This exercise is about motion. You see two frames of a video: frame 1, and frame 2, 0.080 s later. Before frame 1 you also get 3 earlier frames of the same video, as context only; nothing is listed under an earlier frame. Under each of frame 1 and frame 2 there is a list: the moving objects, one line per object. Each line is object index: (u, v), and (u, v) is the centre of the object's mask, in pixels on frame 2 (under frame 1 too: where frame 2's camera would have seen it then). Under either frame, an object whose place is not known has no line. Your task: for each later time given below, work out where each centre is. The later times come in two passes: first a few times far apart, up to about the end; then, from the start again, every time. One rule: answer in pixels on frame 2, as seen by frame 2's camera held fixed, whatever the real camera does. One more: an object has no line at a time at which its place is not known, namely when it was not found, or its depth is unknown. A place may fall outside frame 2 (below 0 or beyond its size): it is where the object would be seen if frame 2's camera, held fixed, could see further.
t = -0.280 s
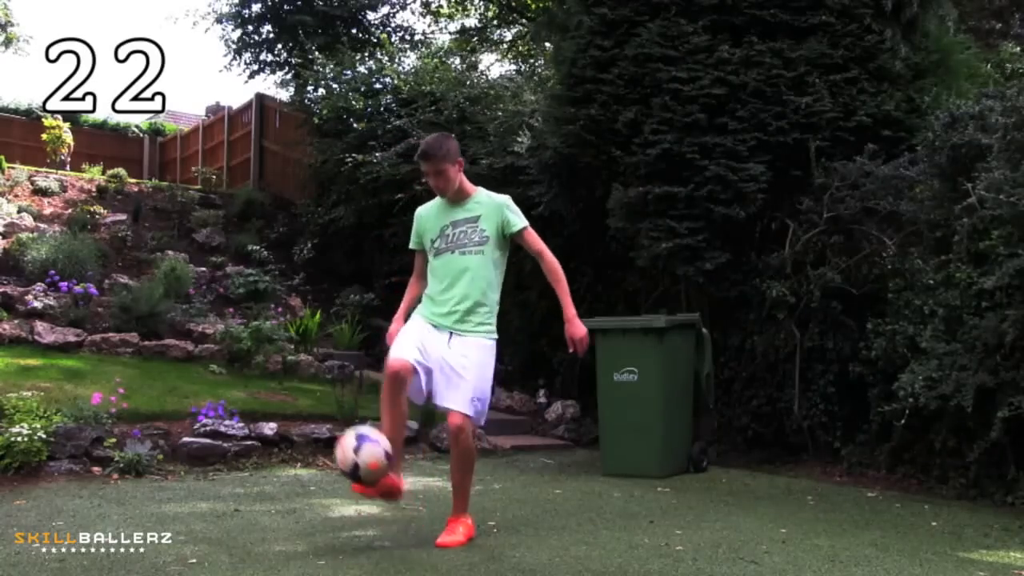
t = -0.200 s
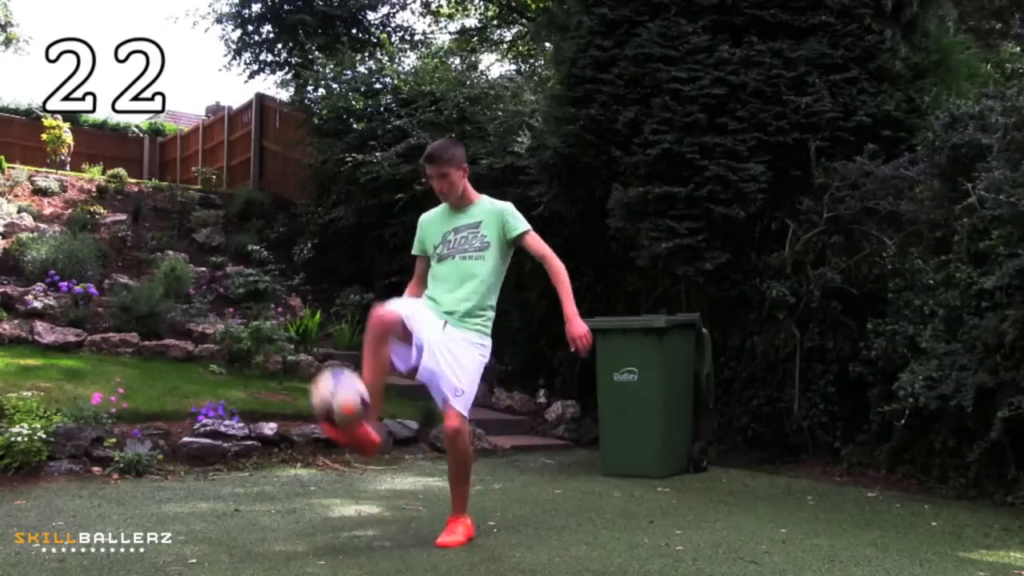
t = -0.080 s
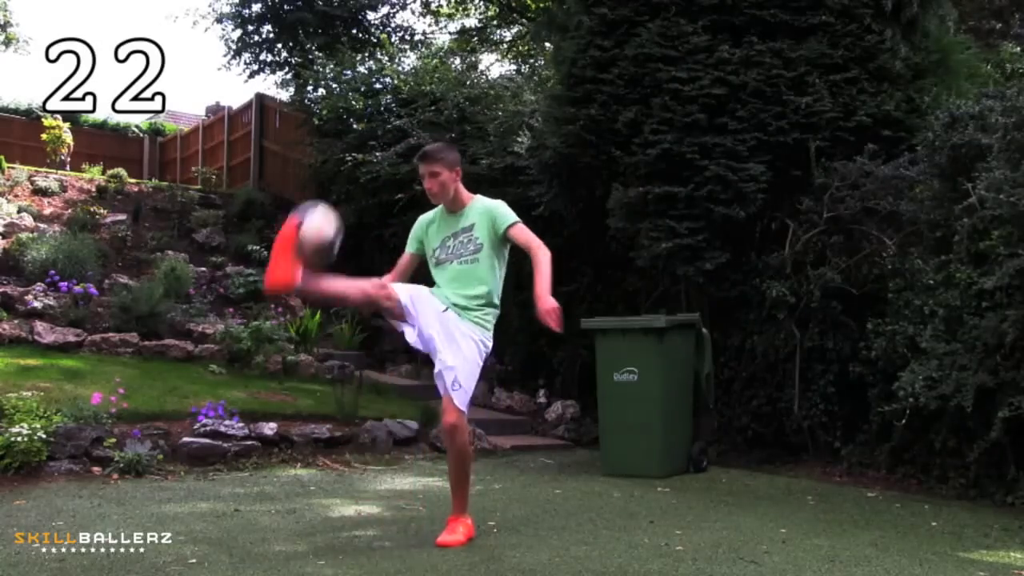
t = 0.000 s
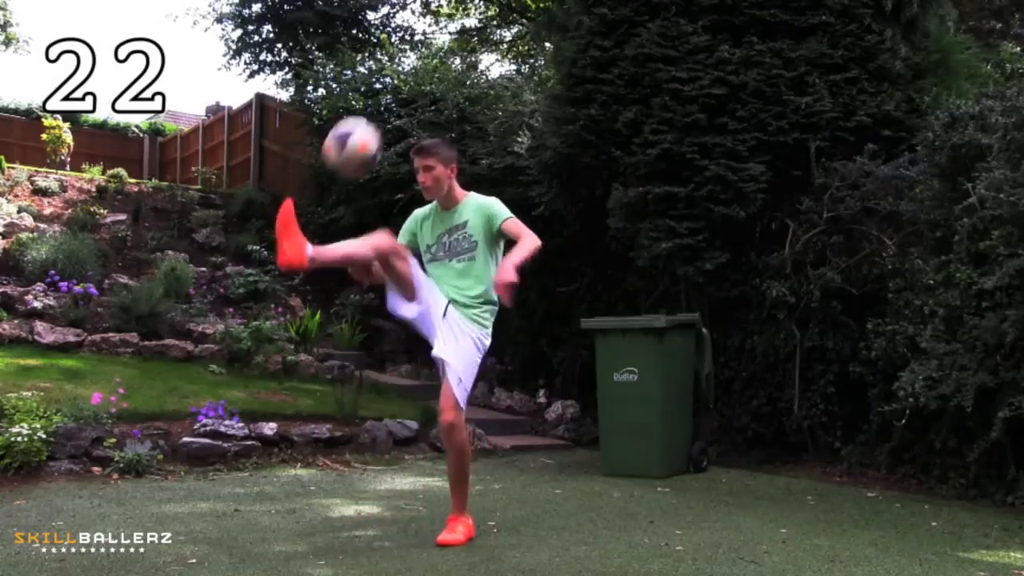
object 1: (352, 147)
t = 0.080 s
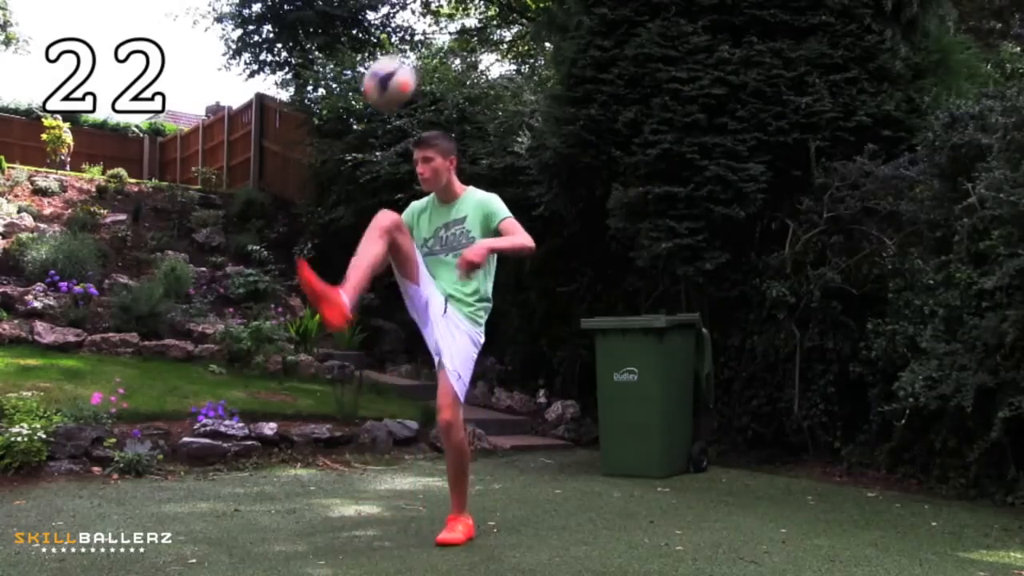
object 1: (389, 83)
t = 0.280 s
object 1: (471, 13)
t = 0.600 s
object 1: (570, 58)
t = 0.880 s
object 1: (639, 231)
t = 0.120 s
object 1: (408, 58)
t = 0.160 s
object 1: (424, 39)
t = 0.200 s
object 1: (441, 24)
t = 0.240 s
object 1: (456, 17)
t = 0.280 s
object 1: (471, 13)
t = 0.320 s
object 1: (485, 11)
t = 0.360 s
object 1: (499, 11)
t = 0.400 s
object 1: (512, 11)
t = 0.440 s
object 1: (524, 13)
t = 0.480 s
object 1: (536, 17)
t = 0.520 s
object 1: (548, 28)
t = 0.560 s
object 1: (559, 42)
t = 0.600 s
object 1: (570, 58)
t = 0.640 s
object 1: (581, 77)
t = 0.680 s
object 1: (592, 96)
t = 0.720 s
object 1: (602, 118)
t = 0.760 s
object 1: (611, 144)
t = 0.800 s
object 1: (621, 170)
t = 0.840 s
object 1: (630, 200)
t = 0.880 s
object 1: (639, 231)
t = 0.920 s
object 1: (647, 264)
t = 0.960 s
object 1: (656, 296)
